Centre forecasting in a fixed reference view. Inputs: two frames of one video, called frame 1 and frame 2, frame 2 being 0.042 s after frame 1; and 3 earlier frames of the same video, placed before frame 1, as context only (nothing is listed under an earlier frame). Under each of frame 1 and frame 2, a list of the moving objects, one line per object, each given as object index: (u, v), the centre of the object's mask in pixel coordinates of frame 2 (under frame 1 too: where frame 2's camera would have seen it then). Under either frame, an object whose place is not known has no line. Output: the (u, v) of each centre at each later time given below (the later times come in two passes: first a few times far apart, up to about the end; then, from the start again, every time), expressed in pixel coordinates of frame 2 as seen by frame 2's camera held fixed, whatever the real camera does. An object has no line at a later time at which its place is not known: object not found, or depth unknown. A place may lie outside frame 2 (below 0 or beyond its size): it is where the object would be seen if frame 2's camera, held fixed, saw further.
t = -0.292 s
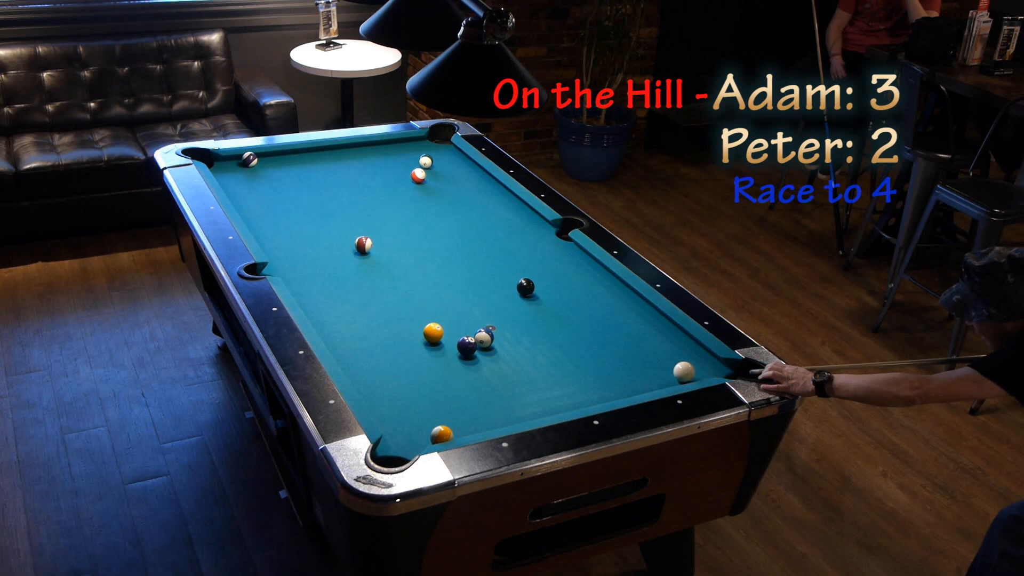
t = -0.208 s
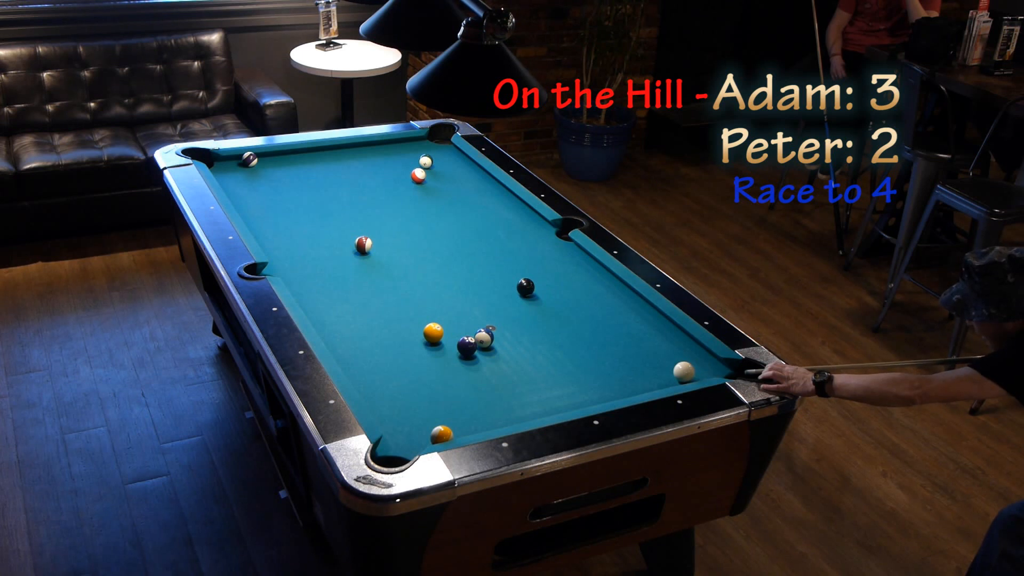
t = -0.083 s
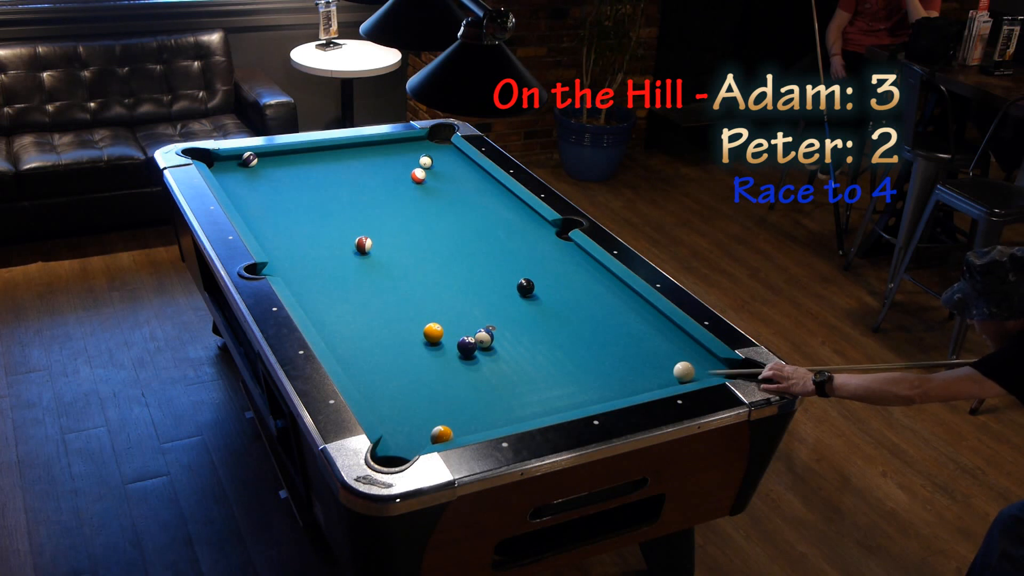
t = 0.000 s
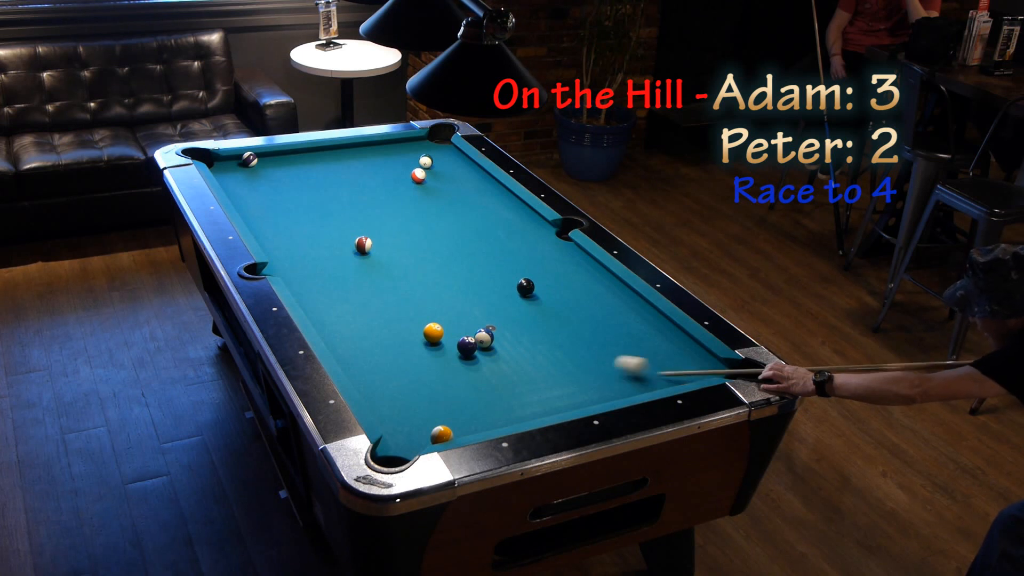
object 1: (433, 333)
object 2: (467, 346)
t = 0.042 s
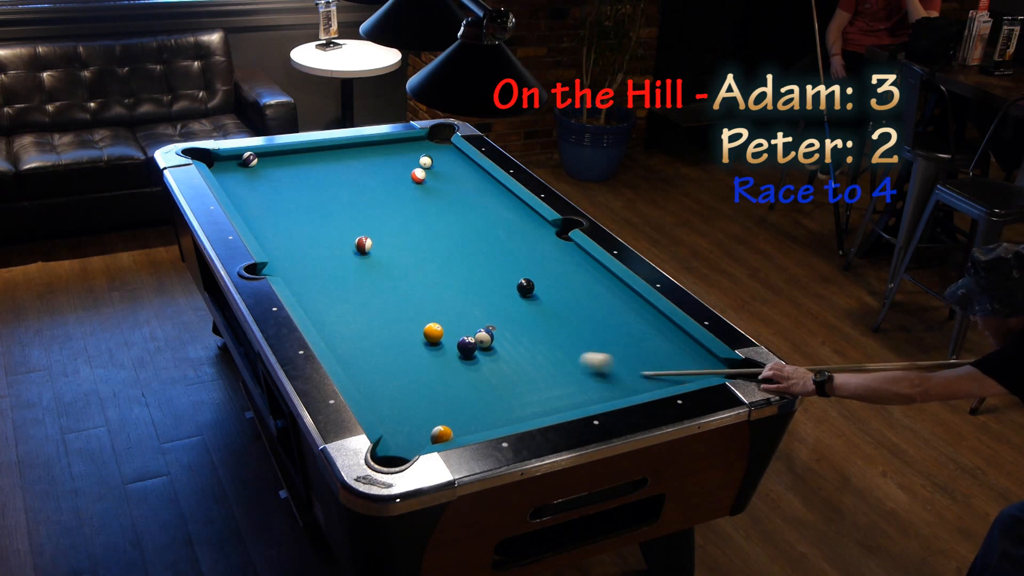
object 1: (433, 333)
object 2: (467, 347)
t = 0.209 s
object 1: (433, 333)
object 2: (458, 343)
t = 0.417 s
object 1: (382, 305)
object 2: (424, 350)
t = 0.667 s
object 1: (329, 276)
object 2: (395, 361)
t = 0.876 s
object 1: (288, 255)
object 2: (372, 369)
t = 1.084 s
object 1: (264, 235)
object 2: (356, 376)
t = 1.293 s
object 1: (264, 217)
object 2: (370, 379)
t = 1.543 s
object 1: (263, 198)
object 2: (386, 380)
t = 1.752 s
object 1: (262, 184)
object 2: (397, 382)
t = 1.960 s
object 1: (262, 170)
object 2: (408, 384)
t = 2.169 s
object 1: (266, 160)
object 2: (416, 385)
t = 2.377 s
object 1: (278, 154)
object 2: (423, 386)
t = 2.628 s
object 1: (294, 156)
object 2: (430, 387)
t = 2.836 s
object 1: (308, 158)
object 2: (434, 388)
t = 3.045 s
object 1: (320, 159)
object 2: (436, 388)
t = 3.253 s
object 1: (331, 161)
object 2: (436, 388)
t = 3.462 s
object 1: (341, 162)
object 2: (436, 389)
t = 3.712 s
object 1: (352, 163)
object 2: (436, 388)
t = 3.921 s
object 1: (360, 164)
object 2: (436, 389)
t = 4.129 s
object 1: (367, 166)
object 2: (436, 389)
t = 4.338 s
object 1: (372, 166)
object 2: (436, 389)
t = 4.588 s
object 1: (378, 167)
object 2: (436, 389)
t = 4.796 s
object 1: (381, 167)
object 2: (436, 389)
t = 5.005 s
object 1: (384, 168)
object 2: (436, 389)
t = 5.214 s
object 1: (386, 168)
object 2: (436, 389)
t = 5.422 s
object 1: (386, 168)
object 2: (436, 389)
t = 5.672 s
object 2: (436, 389)
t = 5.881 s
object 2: (436, 389)
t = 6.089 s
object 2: (436, 389)
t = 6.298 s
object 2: (436, 389)
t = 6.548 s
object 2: (436, 389)
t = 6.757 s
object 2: (436, 389)
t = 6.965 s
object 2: (436, 389)
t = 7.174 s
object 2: (436, 389)
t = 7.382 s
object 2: (436, 389)
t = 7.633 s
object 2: (436, 389)
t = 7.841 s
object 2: (436, 389)
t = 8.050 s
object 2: (436, 389)
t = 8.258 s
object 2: (436, 389)
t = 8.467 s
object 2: (436, 389)
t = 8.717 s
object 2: (436, 389)
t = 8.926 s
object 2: (436, 389)
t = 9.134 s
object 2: (436, 389)
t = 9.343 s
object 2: (436, 389)
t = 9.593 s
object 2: (436, 389)
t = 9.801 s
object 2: (436, 389)
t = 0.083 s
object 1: (433, 333)
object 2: (467, 347)
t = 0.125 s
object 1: (433, 333)
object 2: (467, 346)
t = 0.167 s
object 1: (433, 333)
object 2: (467, 347)
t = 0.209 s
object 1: (433, 333)
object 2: (458, 343)
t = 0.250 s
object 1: (426, 328)
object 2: (443, 342)
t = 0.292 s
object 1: (413, 321)
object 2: (438, 344)
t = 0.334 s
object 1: (402, 315)
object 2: (433, 346)
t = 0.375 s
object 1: (392, 310)
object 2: (429, 348)
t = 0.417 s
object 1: (382, 305)
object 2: (424, 350)
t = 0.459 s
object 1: (373, 299)
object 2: (419, 352)
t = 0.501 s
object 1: (364, 295)
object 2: (414, 353)
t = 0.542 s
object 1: (355, 290)
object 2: (410, 355)
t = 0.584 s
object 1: (346, 285)
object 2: (405, 357)
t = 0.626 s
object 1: (337, 280)
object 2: (400, 359)
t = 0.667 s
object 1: (329, 276)
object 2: (395, 361)
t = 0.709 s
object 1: (320, 272)
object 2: (391, 362)
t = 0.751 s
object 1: (312, 267)
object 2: (386, 364)
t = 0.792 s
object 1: (304, 263)
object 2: (382, 366)
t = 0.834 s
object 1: (296, 259)
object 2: (377, 367)
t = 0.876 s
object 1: (288, 255)
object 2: (372, 369)
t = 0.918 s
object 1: (280, 250)
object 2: (368, 371)
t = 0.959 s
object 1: (273, 247)
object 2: (363, 373)
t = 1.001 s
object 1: (266, 242)
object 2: (358, 374)
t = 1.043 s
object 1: (264, 239)
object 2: (355, 375)
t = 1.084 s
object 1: (264, 235)
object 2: (356, 376)
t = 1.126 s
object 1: (264, 231)
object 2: (359, 377)
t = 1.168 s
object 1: (264, 228)
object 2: (362, 377)
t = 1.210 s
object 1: (264, 224)
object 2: (365, 378)
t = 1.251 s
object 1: (264, 221)
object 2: (368, 378)
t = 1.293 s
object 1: (264, 217)
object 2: (370, 379)
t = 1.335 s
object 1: (263, 214)
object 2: (373, 379)
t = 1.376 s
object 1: (263, 211)
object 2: (376, 379)
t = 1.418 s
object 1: (263, 207)
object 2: (378, 380)
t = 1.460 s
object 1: (263, 204)
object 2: (381, 380)
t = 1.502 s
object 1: (263, 201)
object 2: (384, 380)
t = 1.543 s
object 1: (263, 198)
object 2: (386, 380)
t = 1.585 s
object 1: (263, 195)
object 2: (389, 381)
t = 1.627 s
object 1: (263, 192)
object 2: (391, 381)
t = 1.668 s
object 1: (263, 189)
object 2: (393, 382)
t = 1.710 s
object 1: (263, 186)
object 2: (395, 382)
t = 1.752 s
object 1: (262, 184)
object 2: (397, 382)
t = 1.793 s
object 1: (262, 181)
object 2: (400, 383)
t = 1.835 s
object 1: (262, 178)
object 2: (402, 383)
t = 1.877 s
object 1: (262, 175)
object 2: (404, 383)
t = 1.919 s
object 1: (262, 173)
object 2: (406, 384)
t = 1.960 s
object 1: (262, 170)
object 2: (408, 384)
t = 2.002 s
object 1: (262, 168)
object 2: (409, 384)
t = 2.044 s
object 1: (262, 165)
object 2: (411, 384)
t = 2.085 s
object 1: (262, 163)
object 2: (413, 384)
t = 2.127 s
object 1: (264, 161)
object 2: (415, 385)
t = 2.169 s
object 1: (266, 160)
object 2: (416, 385)
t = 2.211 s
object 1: (268, 158)
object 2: (418, 385)
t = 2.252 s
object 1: (270, 157)
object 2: (419, 385)
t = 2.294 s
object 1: (273, 155)
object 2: (421, 385)
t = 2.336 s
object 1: (275, 154)
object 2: (422, 386)
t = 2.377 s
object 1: (278, 154)
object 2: (423, 386)
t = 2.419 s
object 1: (280, 154)
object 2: (424, 386)
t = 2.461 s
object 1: (283, 155)
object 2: (426, 386)
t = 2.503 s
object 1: (286, 155)
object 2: (427, 387)
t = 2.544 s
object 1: (289, 155)
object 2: (428, 387)
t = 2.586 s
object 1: (292, 156)
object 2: (429, 387)
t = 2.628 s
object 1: (294, 156)
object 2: (430, 387)
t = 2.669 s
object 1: (297, 157)
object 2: (431, 387)
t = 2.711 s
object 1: (300, 157)
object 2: (432, 387)
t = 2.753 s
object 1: (302, 157)
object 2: (432, 388)
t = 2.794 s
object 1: (305, 157)
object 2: (433, 388)
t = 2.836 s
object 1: (308, 158)
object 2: (434, 388)
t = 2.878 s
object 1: (310, 158)
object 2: (434, 388)
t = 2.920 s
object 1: (313, 158)
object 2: (435, 388)
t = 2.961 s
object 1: (315, 159)
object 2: (435, 388)
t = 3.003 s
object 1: (317, 159)
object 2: (436, 388)
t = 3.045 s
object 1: (320, 159)
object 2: (436, 388)
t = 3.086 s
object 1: (322, 159)
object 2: (436, 388)
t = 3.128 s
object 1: (324, 160)
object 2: (436, 388)
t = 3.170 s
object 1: (327, 160)
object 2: (436, 388)
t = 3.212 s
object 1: (329, 160)
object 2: (436, 389)
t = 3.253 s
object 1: (331, 161)
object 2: (436, 388)
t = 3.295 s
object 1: (333, 161)
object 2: (436, 388)
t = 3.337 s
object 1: (335, 161)
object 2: (436, 388)
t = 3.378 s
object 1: (337, 161)
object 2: (436, 388)
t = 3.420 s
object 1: (339, 162)
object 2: (436, 388)
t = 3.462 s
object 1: (341, 162)
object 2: (436, 389)
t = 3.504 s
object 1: (343, 162)
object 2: (436, 388)
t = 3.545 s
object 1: (345, 162)
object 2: (436, 389)
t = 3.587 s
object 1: (347, 163)
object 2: (436, 389)
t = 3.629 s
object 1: (348, 163)
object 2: (436, 388)
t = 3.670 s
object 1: (350, 163)
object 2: (436, 389)
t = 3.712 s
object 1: (352, 163)
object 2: (436, 388)
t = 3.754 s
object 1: (354, 164)
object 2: (436, 389)
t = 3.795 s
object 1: (355, 164)
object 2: (436, 389)
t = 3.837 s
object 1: (357, 164)
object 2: (436, 389)
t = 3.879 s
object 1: (358, 164)
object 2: (436, 389)
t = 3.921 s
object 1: (360, 164)
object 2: (436, 389)
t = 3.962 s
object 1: (361, 165)
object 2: (436, 389)
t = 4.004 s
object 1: (363, 165)
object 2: (436, 389)
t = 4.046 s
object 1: (364, 165)
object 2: (436, 389)
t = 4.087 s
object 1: (365, 165)
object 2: (436, 389)
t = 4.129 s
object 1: (367, 166)
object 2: (436, 389)
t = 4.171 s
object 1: (368, 166)
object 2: (436, 389)
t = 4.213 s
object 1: (369, 166)
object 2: (436, 389)
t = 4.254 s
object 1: (370, 166)
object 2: (436, 389)
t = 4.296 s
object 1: (371, 166)
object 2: (436, 389)
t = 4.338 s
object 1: (372, 166)
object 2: (436, 389)
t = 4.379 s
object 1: (373, 167)
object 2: (436, 389)
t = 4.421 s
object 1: (374, 167)
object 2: (436, 389)
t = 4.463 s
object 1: (375, 167)
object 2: (436, 389)
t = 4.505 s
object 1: (376, 167)
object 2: (436, 389)
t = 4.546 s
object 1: (377, 167)
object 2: (436, 389)
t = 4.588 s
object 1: (378, 167)
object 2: (436, 389)
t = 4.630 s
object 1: (379, 167)
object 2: (436, 389)
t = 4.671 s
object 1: (379, 167)
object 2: (436, 389)
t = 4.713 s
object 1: (380, 167)
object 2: (436, 389)
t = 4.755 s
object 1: (381, 167)
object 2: (436, 389)
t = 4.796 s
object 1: (381, 167)
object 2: (436, 389)
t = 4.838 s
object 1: (382, 168)
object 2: (436, 389)
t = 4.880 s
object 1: (383, 168)
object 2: (436, 389)
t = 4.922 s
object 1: (383, 168)
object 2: (436, 389)
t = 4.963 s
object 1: (384, 168)
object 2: (436, 389)
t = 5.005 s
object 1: (384, 168)
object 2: (436, 389)
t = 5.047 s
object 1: (385, 168)
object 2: (436, 389)
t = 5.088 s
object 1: (385, 168)
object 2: (436, 389)
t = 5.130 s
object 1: (385, 168)
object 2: (436, 389)
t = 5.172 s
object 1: (385, 168)
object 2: (436, 389)
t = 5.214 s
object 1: (386, 168)
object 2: (436, 389)
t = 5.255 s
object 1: (386, 168)
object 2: (436, 389)
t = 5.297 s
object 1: (386, 168)
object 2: (436, 389)
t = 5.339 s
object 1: (386, 168)
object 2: (436, 389)
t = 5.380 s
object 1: (386, 168)
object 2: (436, 389)
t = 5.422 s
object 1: (386, 168)
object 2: (436, 389)
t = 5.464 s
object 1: (386, 168)
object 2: (436, 389)
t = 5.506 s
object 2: (436, 389)
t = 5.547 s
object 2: (436, 389)
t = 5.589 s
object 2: (436, 389)
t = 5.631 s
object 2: (436, 389)
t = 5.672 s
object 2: (436, 389)
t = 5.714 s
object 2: (436, 389)
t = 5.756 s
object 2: (436, 389)
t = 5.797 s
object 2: (436, 389)
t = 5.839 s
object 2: (436, 389)
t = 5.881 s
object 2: (436, 389)
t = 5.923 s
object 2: (436, 389)
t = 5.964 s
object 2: (436, 389)
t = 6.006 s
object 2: (436, 389)
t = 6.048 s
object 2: (436, 389)
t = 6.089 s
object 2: (436, 389)
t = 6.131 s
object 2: (436, 389)
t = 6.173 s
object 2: (436, 389)
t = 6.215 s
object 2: (436, 389)
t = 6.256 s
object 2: (436, 389)
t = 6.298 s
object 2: (436, 389)
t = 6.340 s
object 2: (436, 389)
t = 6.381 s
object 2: (436, 389)
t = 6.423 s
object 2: (436, 389)
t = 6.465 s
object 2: (436, 389)
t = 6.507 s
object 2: (436, 389)
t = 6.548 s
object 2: (436, 389)
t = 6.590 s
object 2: (436, 389)
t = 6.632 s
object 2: (436, 389)
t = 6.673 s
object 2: (436, 389)
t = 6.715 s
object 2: (436, 389)
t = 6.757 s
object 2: (436, 389)
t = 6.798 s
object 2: (436, 389)
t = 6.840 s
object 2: (436, 389)
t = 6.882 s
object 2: (436, 389)
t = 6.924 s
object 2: (436, 389)
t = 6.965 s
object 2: (436, 389)
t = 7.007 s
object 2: (436, 389)
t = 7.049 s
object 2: (436, 389)
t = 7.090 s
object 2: (436, 389)
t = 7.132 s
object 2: (436, 389)
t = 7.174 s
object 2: (436, 389)
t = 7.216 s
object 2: (436, 389)
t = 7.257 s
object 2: (436, 389)
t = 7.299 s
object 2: (436, 389)
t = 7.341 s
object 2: (436, 389)
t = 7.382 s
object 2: (436, 389)
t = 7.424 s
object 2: (436, 389)
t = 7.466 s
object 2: (436, 389)
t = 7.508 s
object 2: (436, 389)
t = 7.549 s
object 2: (436, 389)
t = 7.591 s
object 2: (436, 389)
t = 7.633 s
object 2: (436, 389)
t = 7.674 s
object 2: (436, 389)
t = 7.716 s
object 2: (436, 388)
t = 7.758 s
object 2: (436, 389)
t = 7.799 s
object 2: (436, 388)
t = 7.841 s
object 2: (436, 389)
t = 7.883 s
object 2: (436, 388)
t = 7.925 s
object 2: (436, 389)
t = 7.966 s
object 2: (436, 389)
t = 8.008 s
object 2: (436, 389)
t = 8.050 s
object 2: (436, 389)
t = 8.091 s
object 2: (436, 389)
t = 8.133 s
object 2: (436, 389)
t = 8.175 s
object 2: (436, 389)
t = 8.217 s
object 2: (436, 389)
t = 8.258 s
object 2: (436, 389)
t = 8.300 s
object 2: (436, 389)
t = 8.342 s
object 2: (436, 389)
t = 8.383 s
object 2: (436, 389)
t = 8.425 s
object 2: (436, 389)
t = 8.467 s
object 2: (436, 389)
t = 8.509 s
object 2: (436, 389)
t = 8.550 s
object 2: (436, 389)
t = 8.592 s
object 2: (436, 389)
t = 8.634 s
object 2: (436, 389)
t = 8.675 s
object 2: (436, 389)
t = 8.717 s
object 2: (436, 389)
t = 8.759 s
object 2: (436, 389)
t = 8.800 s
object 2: (436, 389)
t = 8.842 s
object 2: (436, 389)
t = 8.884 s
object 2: (436, 389)
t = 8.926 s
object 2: (436, 389)
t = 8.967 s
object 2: (436, 389)
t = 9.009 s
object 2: (436, 389)
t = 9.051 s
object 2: (436, 389)
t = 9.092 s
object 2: (436, 389)
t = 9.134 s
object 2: (436, 389)
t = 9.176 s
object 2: (436, 389)
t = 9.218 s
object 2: (436, 389)
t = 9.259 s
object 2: (436, 389)
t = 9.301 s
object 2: (436, 389)
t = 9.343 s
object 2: (436, 389)
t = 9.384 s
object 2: (436, 389)
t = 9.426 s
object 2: (436, 389)
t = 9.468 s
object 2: (436, 389)
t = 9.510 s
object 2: (436, 389)
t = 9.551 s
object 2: (436, 389)
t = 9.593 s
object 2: (436, 389)
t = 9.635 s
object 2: (436, 389)
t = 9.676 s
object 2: (436, 389)
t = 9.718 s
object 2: (436, 389)
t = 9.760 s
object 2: (436, 389)
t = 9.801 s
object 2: (436, 389)
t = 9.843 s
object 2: (436, 389)
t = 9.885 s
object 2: (436, 389)
